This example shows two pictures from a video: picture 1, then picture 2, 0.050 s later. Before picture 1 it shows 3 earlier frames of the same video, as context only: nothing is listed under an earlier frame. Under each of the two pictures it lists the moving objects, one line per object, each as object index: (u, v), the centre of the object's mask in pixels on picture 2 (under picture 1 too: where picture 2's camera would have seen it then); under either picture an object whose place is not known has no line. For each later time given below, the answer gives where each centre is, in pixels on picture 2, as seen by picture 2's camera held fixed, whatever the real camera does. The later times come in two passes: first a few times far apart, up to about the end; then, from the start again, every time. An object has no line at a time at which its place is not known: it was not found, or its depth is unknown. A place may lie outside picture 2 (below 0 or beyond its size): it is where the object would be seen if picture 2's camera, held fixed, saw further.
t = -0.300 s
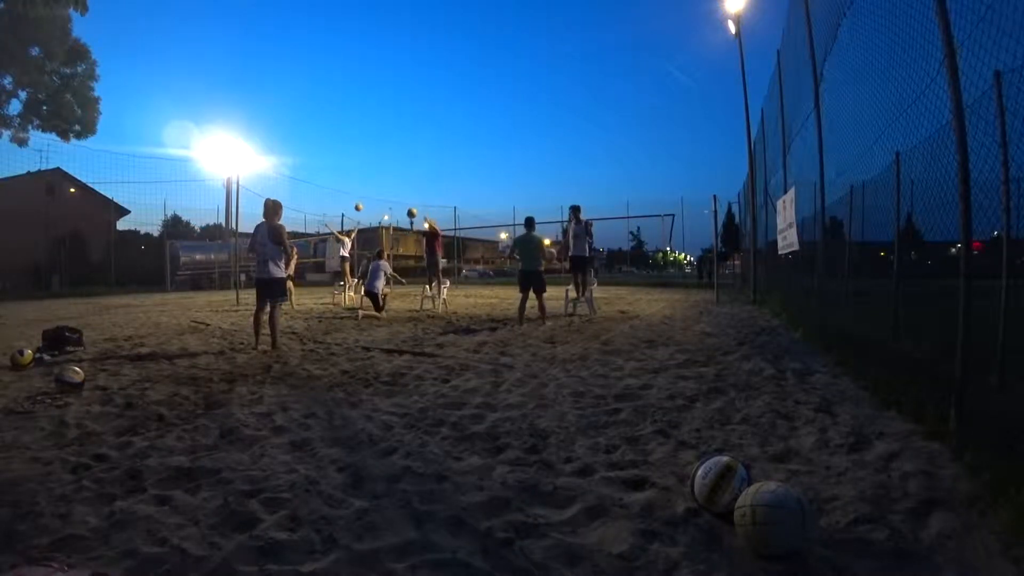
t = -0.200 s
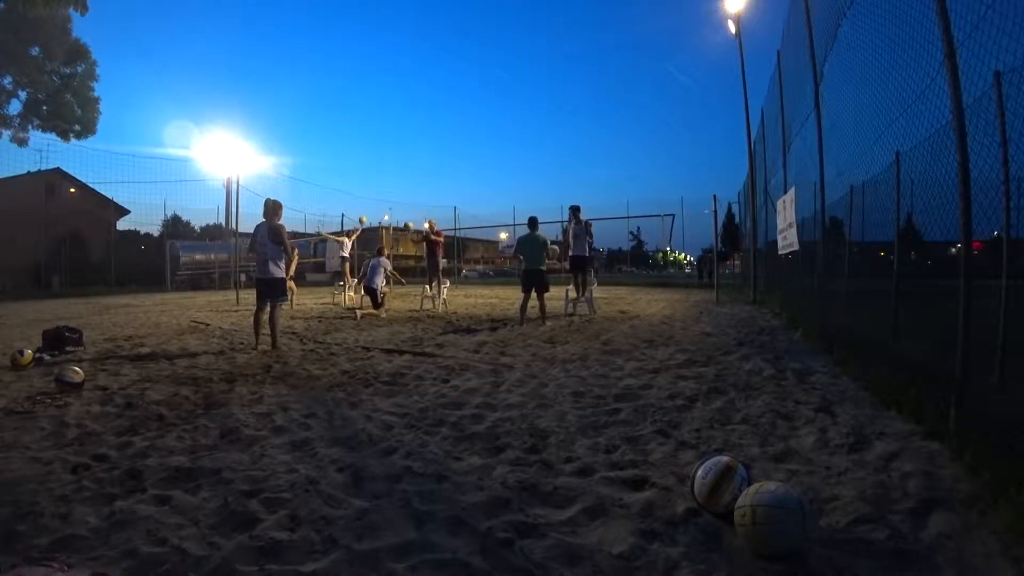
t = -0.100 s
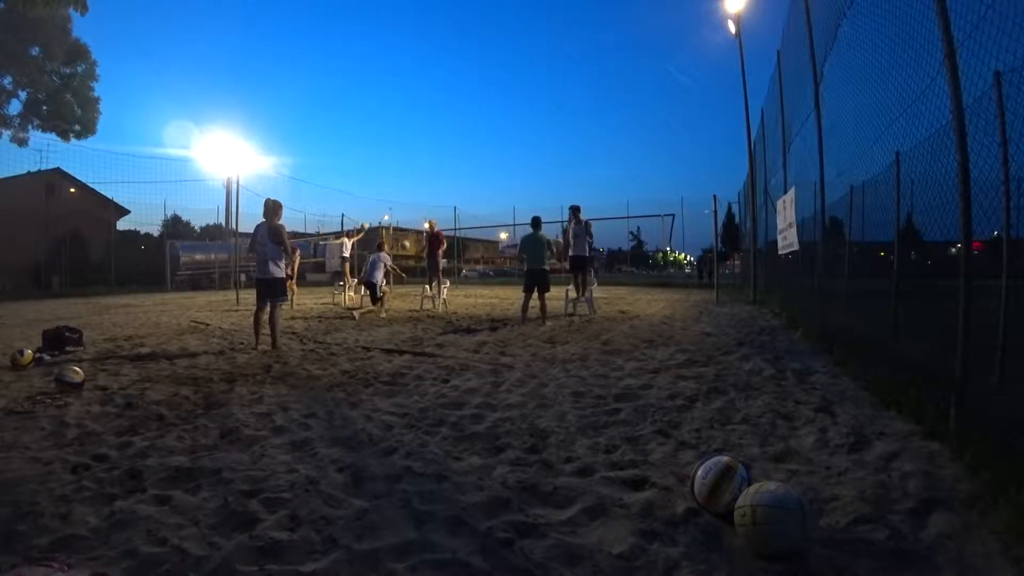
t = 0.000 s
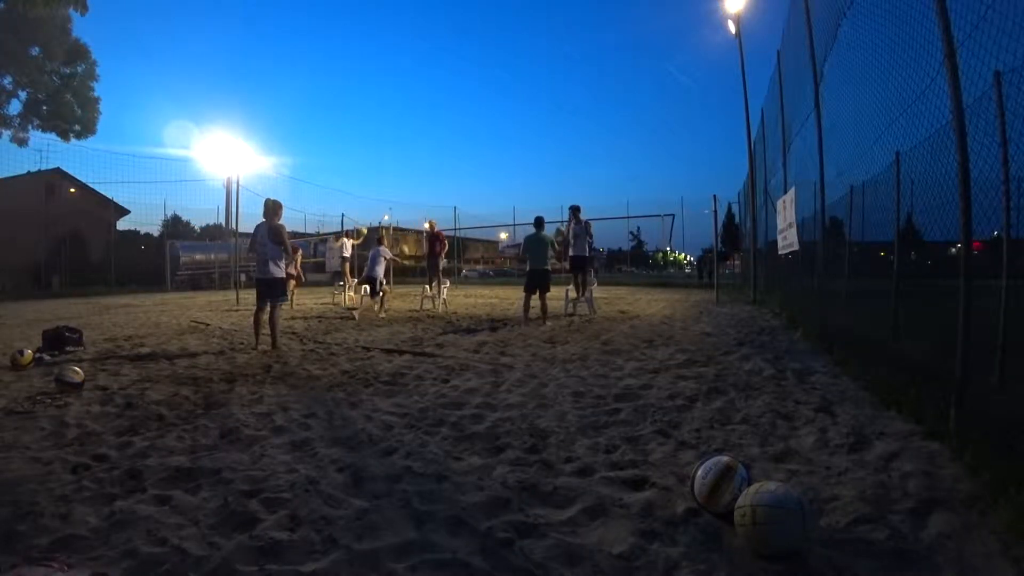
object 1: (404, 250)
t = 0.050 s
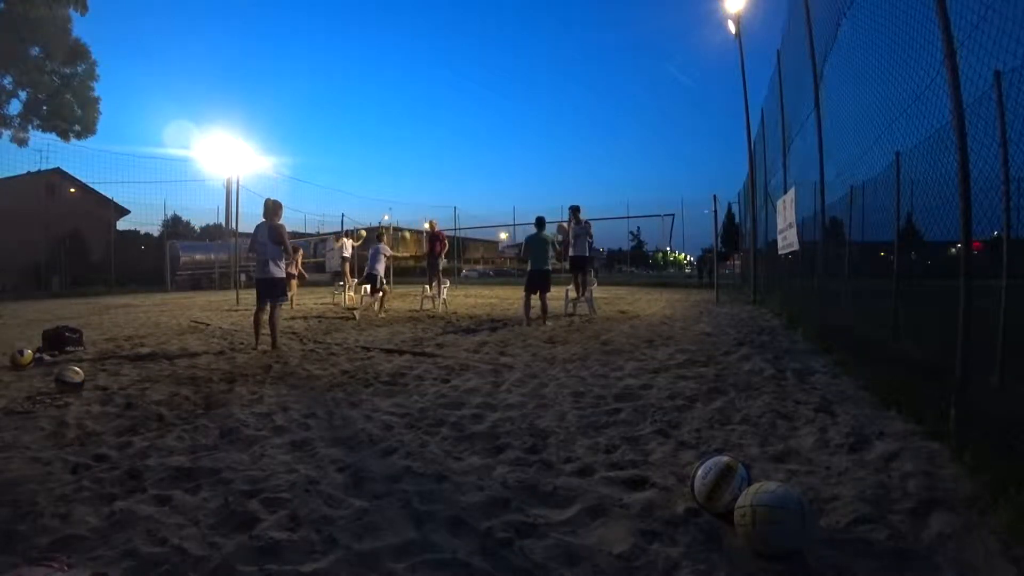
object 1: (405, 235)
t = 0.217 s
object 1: (409, 198)
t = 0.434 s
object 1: (416, 170)
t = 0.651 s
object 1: (422, 164)
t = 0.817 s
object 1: (426, 174)
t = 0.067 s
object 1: (406, 231)
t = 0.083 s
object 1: (405, 226)
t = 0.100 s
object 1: (405, 223)
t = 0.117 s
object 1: (406, 219)
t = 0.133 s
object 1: (406, 216)
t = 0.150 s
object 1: (407, 212)
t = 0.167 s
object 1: (408, 209)
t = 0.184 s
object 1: (408, 205)
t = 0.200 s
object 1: (409, 201)
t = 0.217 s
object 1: (409, 198)
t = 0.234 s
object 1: (410, 195)
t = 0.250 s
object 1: (411, 193)
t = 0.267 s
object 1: (411, 190)
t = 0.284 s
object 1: (412, 187)
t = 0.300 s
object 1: (412, 185)
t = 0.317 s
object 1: (413, 182)
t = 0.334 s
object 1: (413, 180)
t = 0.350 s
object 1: (414, 178)
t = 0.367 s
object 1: (414, 176)
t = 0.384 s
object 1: (415, 175)
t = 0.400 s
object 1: (415, 173)
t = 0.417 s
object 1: (415, 171)
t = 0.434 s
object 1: (416, 170)
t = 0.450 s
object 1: (416, 169)
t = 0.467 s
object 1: (417, 168)
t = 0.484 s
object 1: (417, 167)
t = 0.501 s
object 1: (418, 166)
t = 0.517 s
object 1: (418, 166)
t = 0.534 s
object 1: (419, 165)
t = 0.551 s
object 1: (419, 165)
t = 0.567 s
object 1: (420, 164)
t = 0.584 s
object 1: (420, 164)
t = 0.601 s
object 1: (421, 164)
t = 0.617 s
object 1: (421, 164)
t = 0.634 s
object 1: (422, 164)
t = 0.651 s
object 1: (422, 164)
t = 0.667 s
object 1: (423, 165)
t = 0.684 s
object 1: (423, 165)
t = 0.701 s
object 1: (423, 166)
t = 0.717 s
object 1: (424, 166)
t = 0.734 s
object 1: (424, 167)
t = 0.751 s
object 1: (425, 168)
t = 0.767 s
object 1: (425, 169)
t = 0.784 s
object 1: (425, 170)
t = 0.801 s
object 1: (426, 172)
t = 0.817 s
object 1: (426, 174)
